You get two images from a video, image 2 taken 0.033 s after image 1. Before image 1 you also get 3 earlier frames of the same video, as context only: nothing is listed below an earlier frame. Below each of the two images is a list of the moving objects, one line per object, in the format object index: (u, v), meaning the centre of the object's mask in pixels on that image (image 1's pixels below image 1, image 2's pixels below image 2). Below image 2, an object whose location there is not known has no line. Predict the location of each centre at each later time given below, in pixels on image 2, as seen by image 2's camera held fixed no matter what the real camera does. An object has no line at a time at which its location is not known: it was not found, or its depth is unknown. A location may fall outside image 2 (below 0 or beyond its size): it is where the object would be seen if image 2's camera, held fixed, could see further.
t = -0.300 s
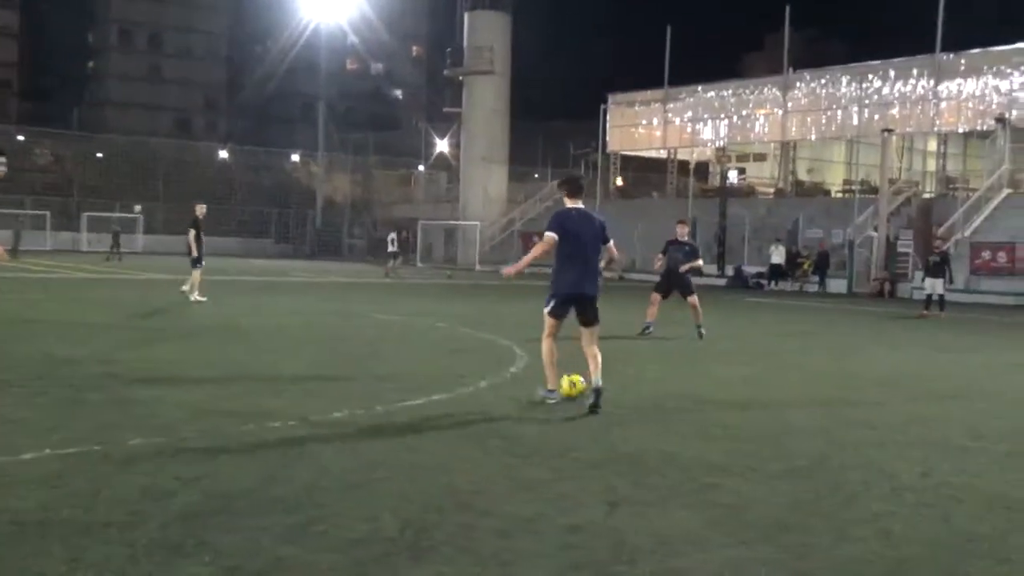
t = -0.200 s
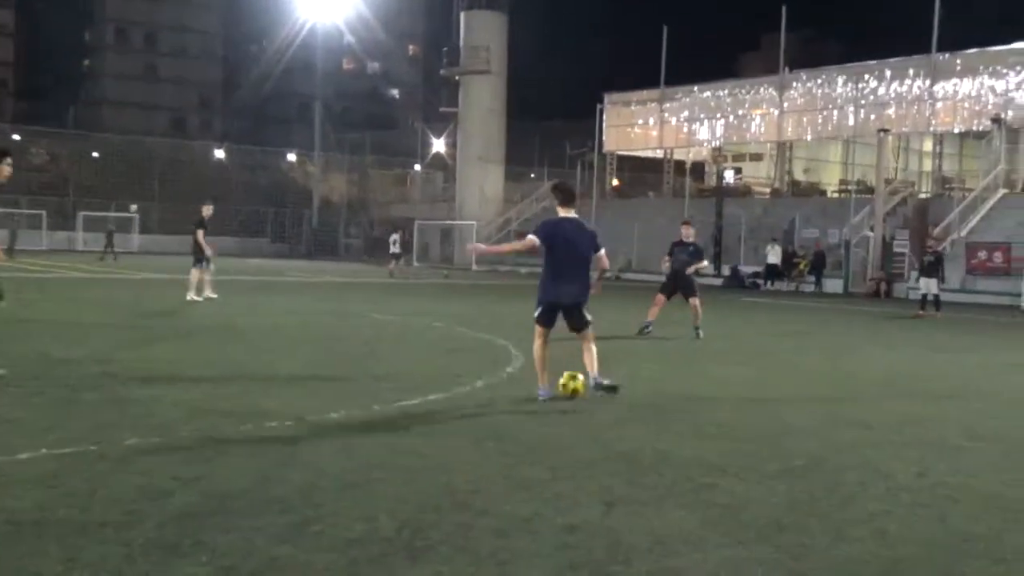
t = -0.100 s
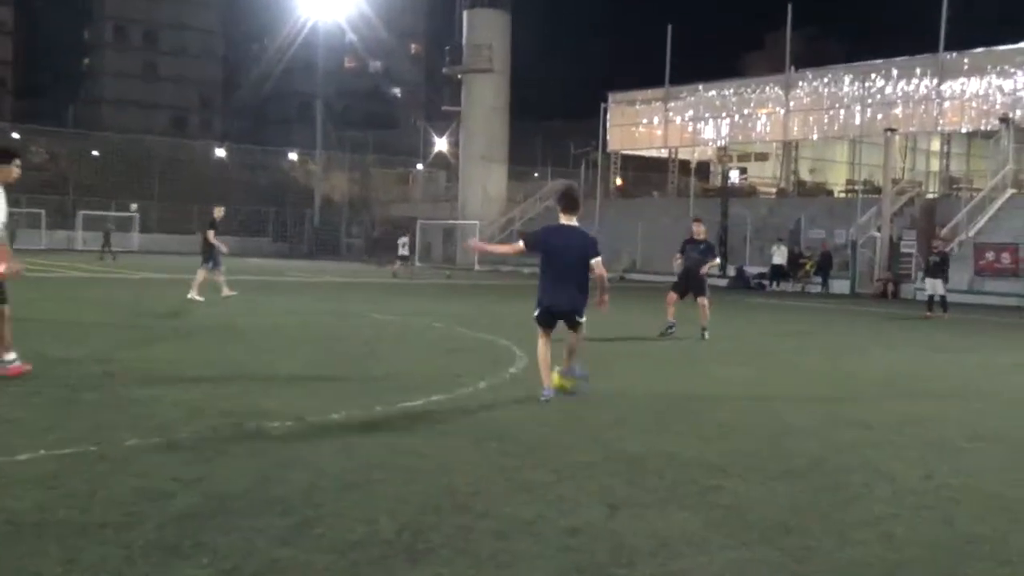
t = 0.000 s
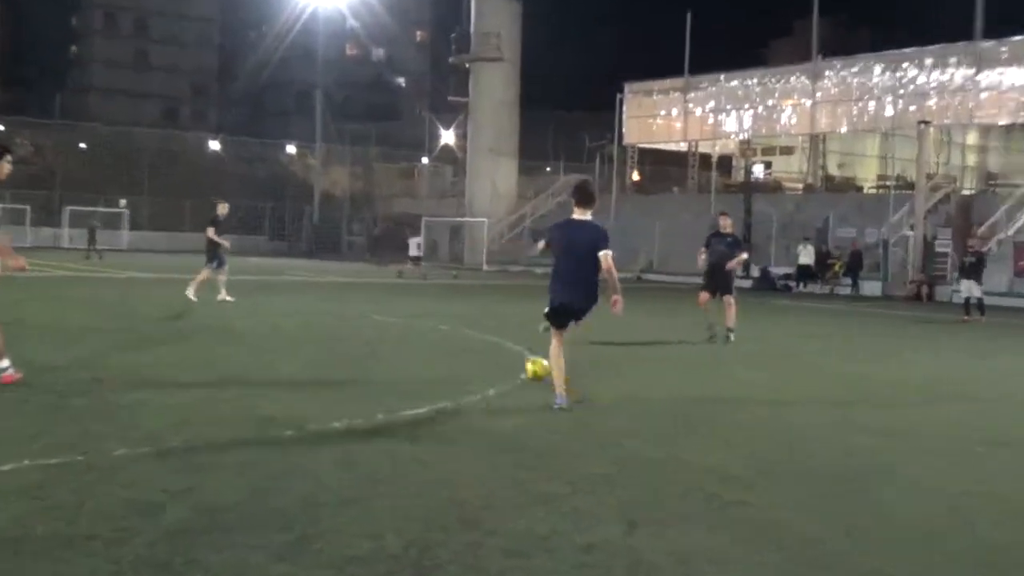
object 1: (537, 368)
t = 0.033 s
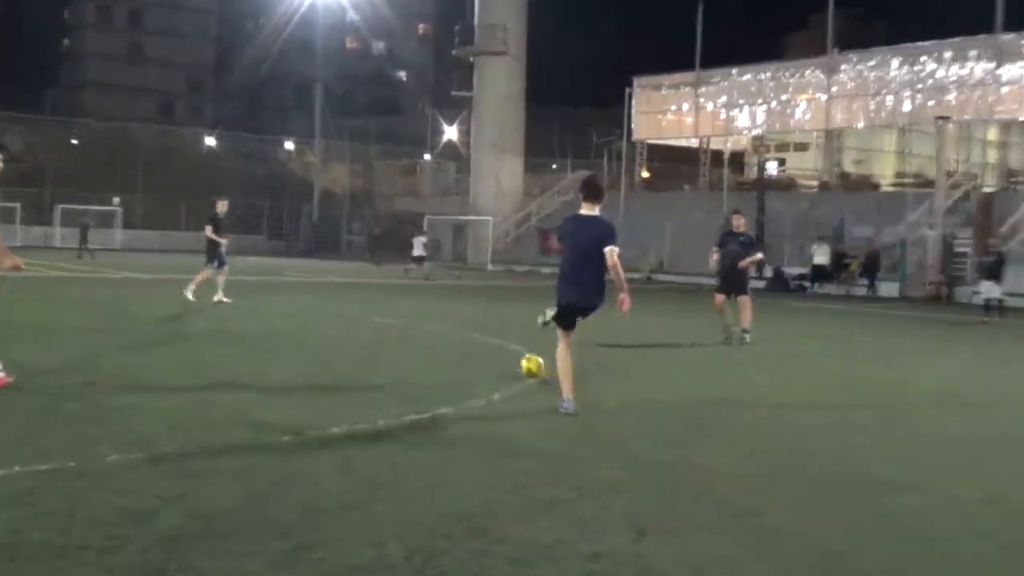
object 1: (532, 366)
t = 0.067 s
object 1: (522, 362)
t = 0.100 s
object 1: (513, 359)
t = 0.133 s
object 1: (507, 356)
